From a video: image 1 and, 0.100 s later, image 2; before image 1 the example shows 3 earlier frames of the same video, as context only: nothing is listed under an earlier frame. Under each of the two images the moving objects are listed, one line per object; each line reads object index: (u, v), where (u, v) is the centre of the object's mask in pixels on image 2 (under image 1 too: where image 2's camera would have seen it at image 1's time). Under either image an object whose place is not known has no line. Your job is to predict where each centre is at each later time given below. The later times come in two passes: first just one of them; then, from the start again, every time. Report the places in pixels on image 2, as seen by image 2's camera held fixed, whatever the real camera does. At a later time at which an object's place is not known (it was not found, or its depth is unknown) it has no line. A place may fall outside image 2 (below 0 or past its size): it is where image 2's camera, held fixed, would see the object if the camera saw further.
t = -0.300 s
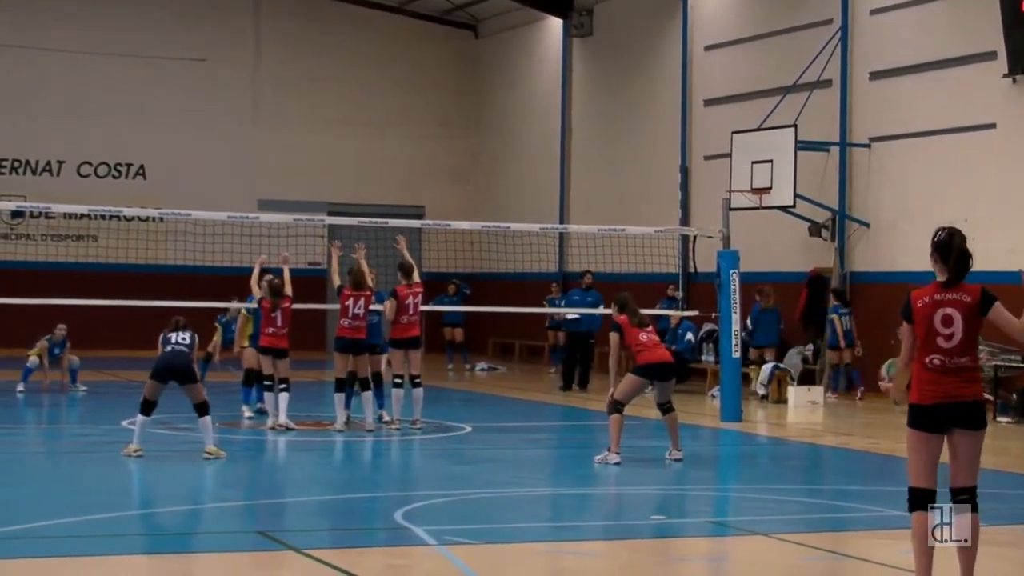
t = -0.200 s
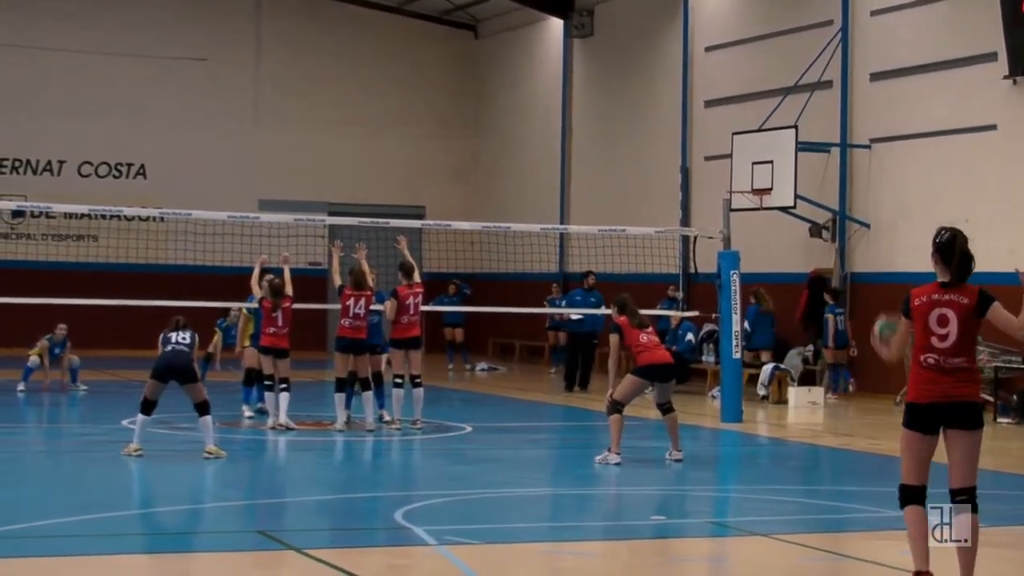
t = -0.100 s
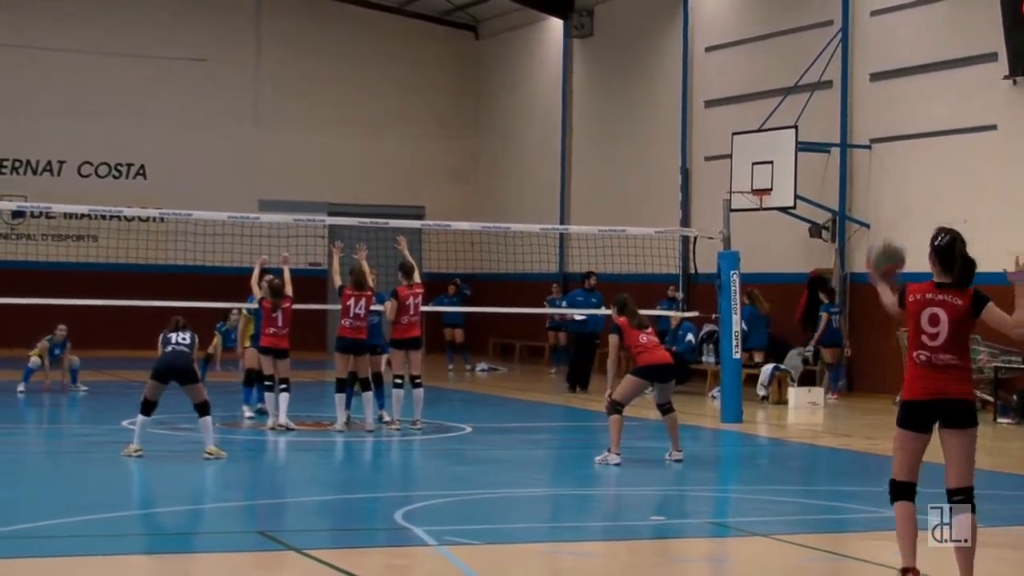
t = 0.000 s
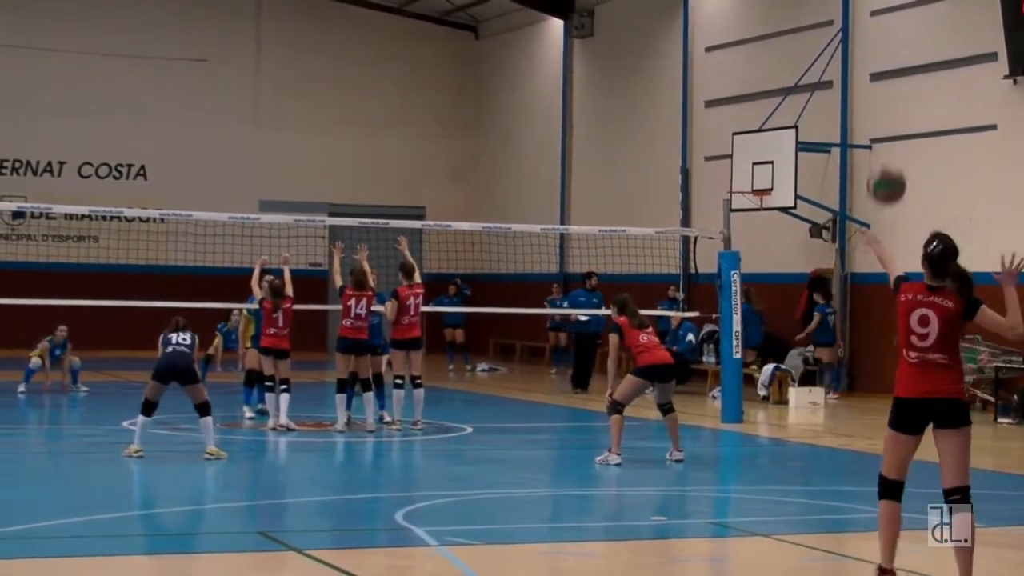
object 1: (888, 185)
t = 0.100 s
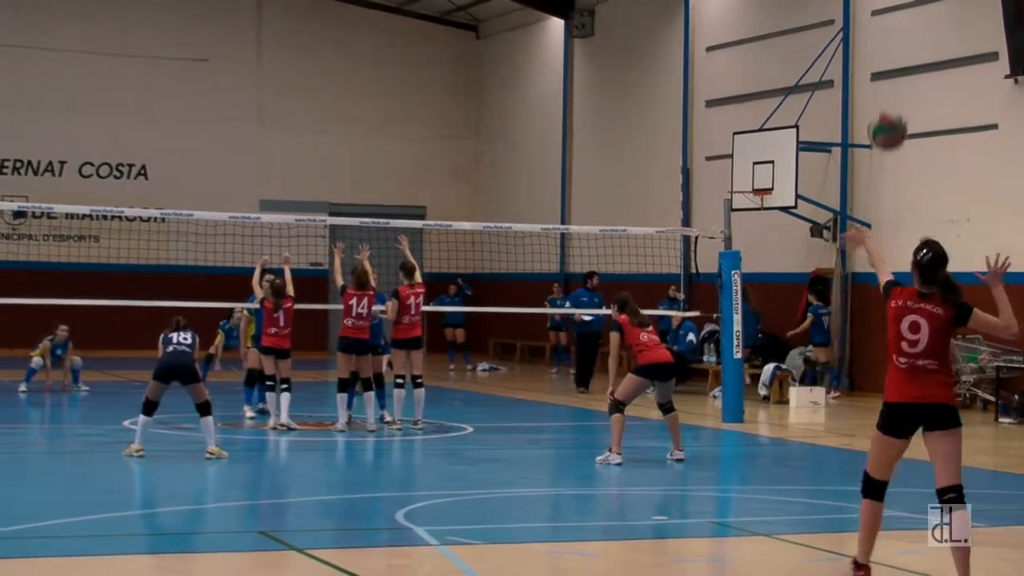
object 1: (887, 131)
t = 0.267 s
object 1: (887, 82)
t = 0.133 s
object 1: (887, 116)
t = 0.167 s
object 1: (888, 105)
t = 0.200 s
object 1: (887, 94)
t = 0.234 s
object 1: (887, 87)
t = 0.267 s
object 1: (887, 82)
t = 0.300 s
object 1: (887, 78)
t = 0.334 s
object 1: (886, 76)
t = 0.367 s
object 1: (886, 77)
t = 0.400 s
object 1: (885, 79)
